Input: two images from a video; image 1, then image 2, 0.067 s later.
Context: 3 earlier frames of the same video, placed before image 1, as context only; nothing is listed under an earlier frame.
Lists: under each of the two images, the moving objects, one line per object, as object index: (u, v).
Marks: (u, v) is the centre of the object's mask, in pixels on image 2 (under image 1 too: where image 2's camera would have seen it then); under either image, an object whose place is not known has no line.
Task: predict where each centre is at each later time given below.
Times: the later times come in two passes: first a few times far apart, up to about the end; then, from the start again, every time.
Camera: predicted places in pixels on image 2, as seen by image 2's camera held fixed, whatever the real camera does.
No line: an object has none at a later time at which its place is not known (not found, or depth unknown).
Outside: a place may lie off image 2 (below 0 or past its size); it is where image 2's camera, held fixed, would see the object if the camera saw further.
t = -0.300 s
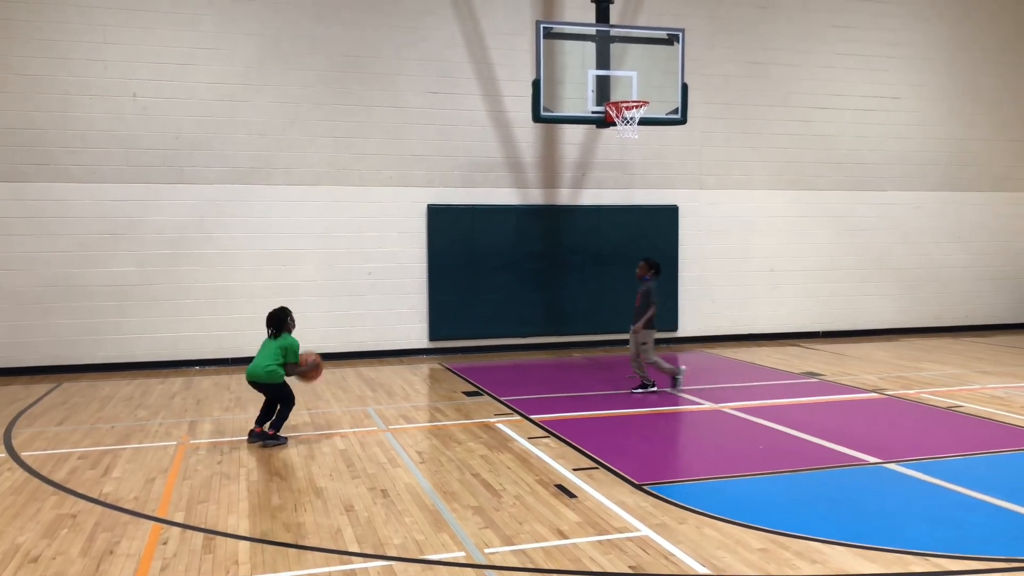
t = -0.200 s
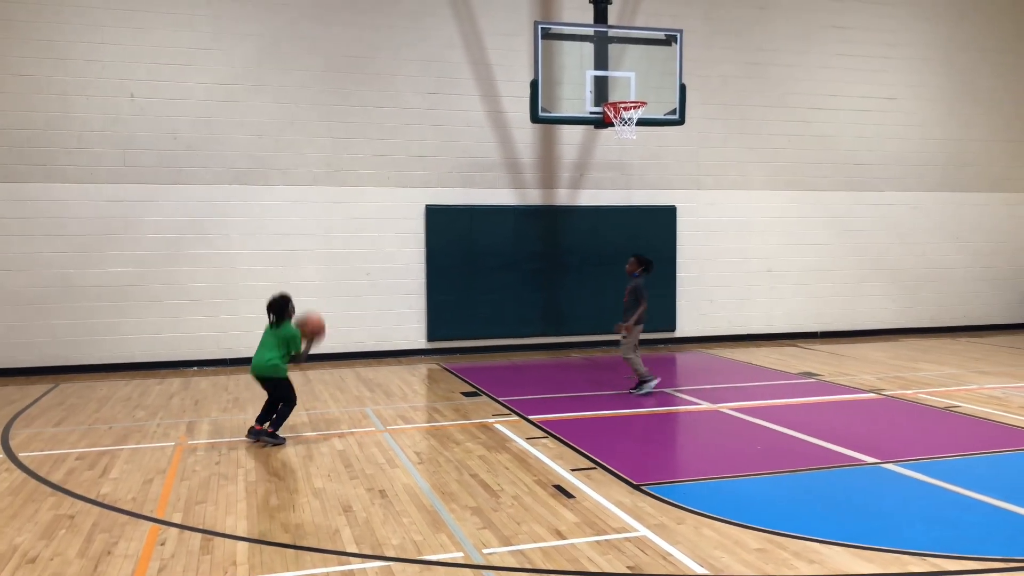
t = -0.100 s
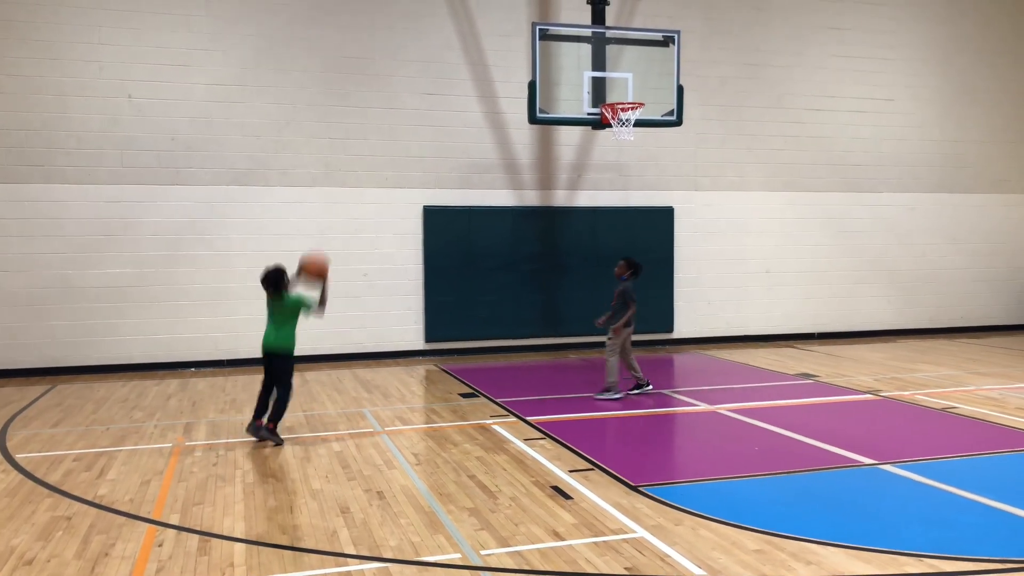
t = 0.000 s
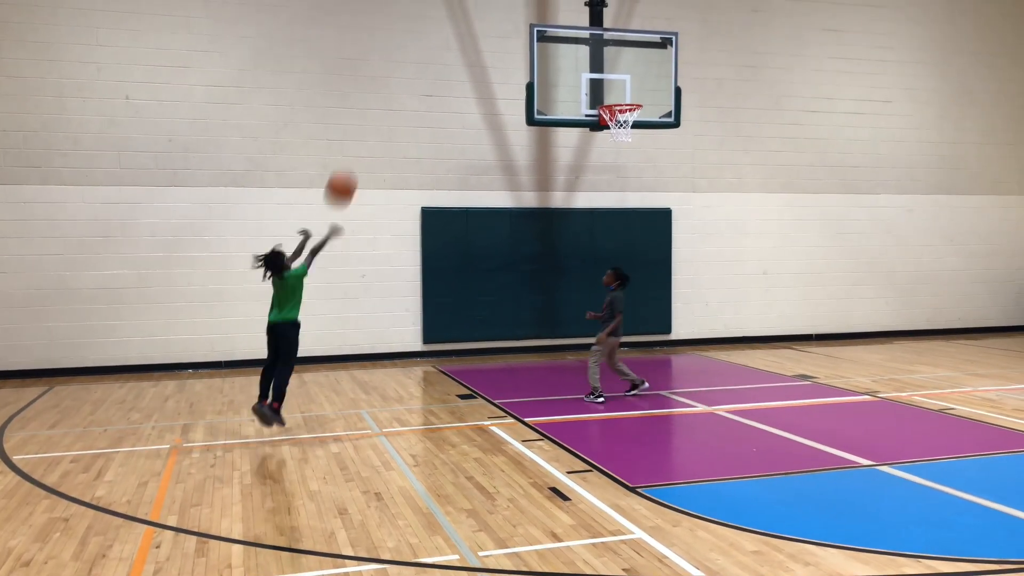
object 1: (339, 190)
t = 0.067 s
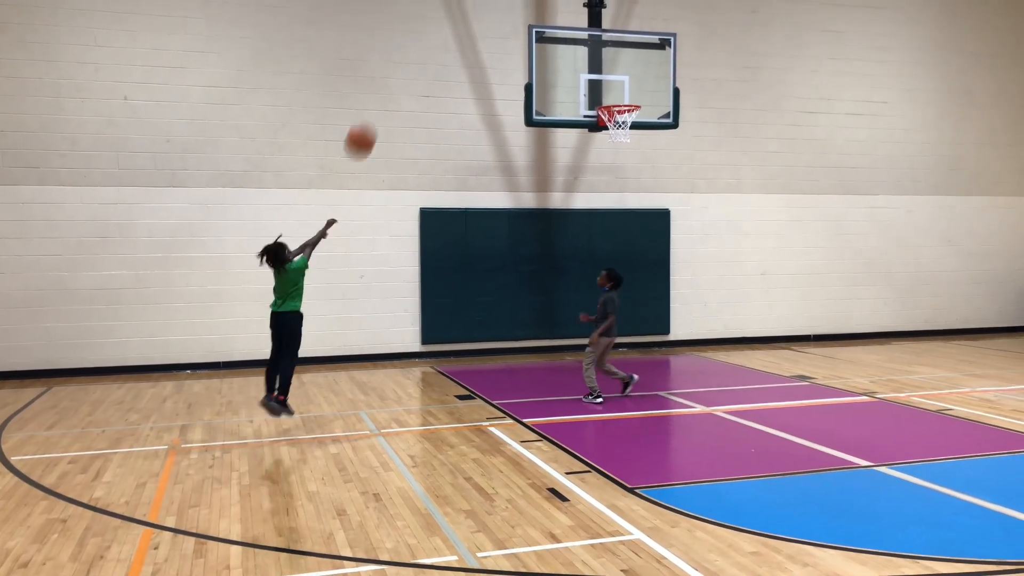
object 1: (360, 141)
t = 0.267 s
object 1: (418, 34)
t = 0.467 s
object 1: (471, -8)
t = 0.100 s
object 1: (371, 119)
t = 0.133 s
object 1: (380, 99)
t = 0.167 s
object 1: (390, 81)
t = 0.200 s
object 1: (400, 64)
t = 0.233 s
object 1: (409, 48)
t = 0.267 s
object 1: (418, 34)
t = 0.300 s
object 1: (428, 22)
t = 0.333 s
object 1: (436, 11)
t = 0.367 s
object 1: (445, 3)
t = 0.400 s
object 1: (453, -2)
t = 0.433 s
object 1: (462, -5)
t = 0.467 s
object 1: (471, -8)
